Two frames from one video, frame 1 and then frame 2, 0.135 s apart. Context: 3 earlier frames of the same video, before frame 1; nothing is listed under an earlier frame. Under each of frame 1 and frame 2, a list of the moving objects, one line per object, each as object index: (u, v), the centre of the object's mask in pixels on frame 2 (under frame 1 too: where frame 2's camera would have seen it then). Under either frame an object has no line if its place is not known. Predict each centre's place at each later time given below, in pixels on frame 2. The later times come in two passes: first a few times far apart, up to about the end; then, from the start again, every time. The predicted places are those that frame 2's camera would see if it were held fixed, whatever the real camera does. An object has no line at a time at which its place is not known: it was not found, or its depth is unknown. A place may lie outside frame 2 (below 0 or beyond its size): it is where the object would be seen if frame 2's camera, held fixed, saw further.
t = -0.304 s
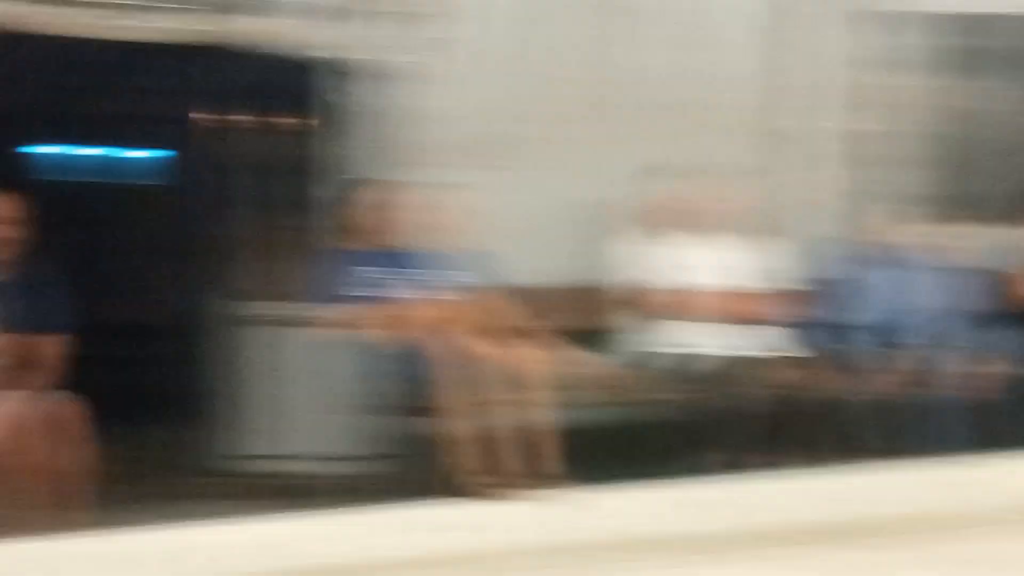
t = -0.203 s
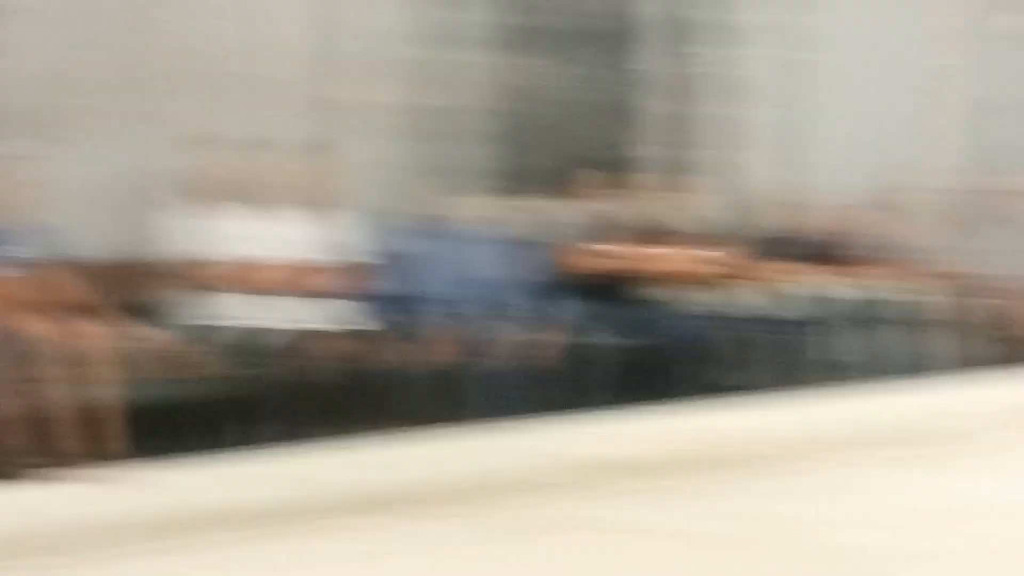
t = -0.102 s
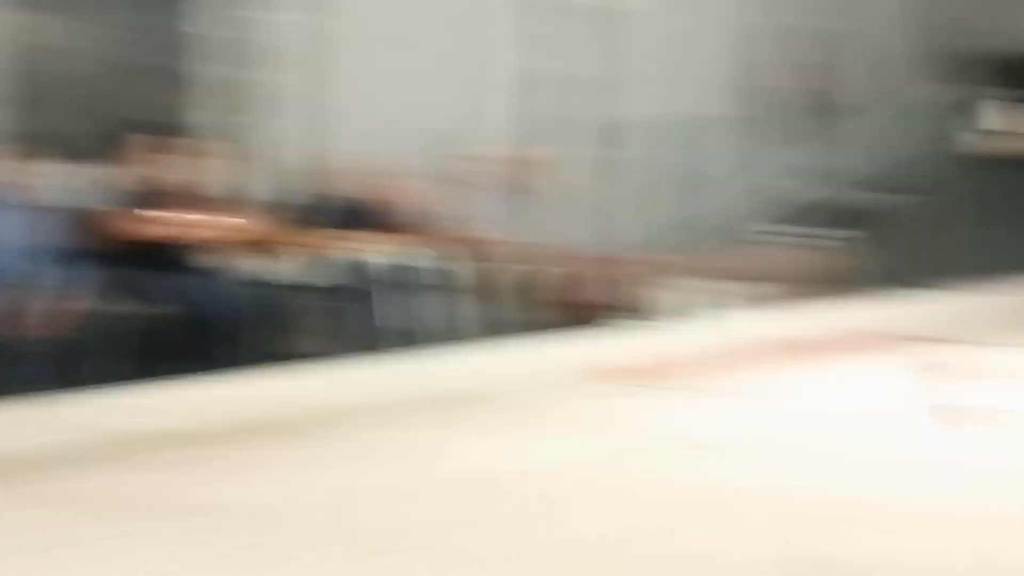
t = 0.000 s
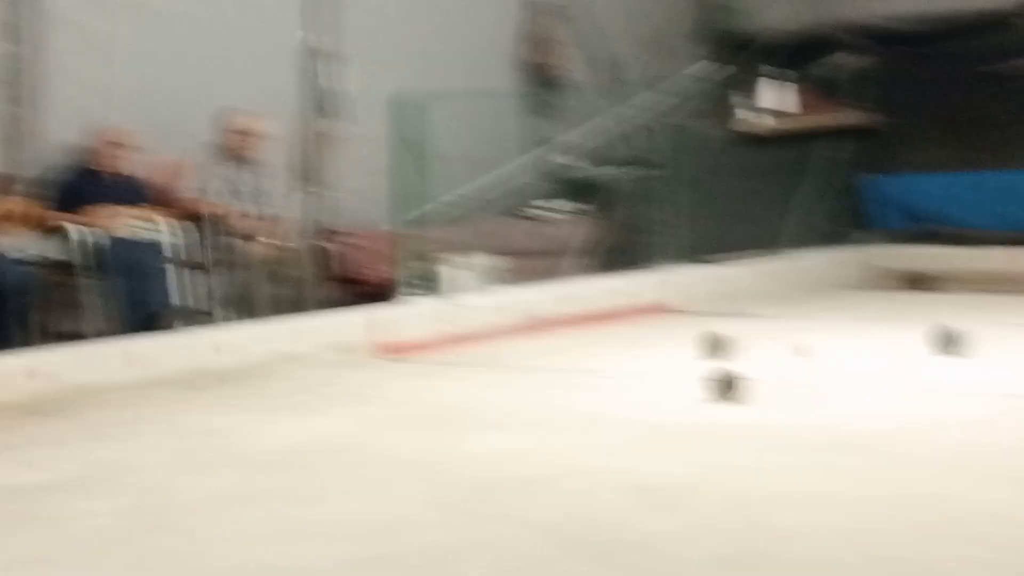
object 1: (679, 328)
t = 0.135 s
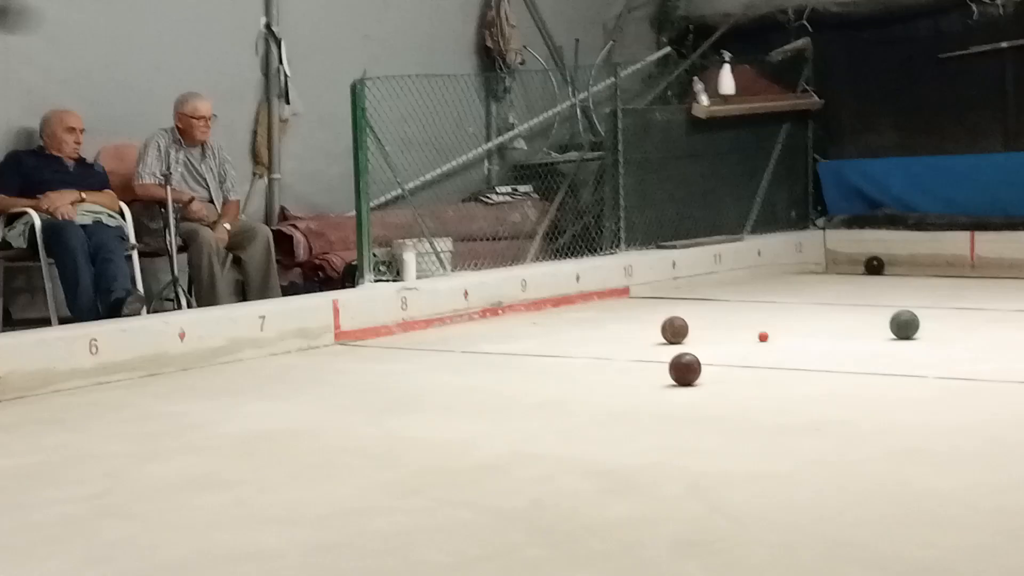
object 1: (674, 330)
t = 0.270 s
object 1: (675, 330)
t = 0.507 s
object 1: (675, 330)
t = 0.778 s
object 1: (707, 320)
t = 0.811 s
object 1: (715, 317)
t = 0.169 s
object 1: (675, 330)
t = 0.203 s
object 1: (675, 330)
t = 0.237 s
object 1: (675, 330)
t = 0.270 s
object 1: (675, 330)
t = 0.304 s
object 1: (675, 330)
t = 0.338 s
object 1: (675, 330)
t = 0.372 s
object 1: (675, 330)
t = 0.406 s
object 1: (675, 330)
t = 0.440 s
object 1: (675, 330)
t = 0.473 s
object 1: (675, 330)
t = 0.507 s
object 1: (675, 330)
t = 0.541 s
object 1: (675, 330)
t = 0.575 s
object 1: (675, 330)
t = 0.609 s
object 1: (675, 330)
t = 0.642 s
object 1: (676, 330)
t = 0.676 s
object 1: (684, 324)
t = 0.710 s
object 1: (692, 320)
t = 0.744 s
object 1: (699, 319)
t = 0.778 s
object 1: (707, 320)
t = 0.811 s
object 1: (715, 317)
